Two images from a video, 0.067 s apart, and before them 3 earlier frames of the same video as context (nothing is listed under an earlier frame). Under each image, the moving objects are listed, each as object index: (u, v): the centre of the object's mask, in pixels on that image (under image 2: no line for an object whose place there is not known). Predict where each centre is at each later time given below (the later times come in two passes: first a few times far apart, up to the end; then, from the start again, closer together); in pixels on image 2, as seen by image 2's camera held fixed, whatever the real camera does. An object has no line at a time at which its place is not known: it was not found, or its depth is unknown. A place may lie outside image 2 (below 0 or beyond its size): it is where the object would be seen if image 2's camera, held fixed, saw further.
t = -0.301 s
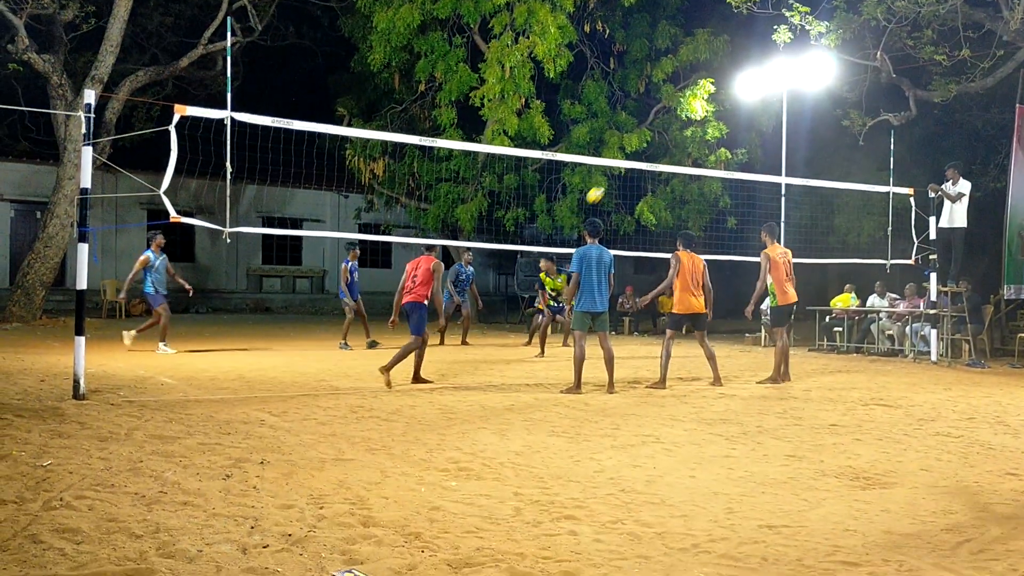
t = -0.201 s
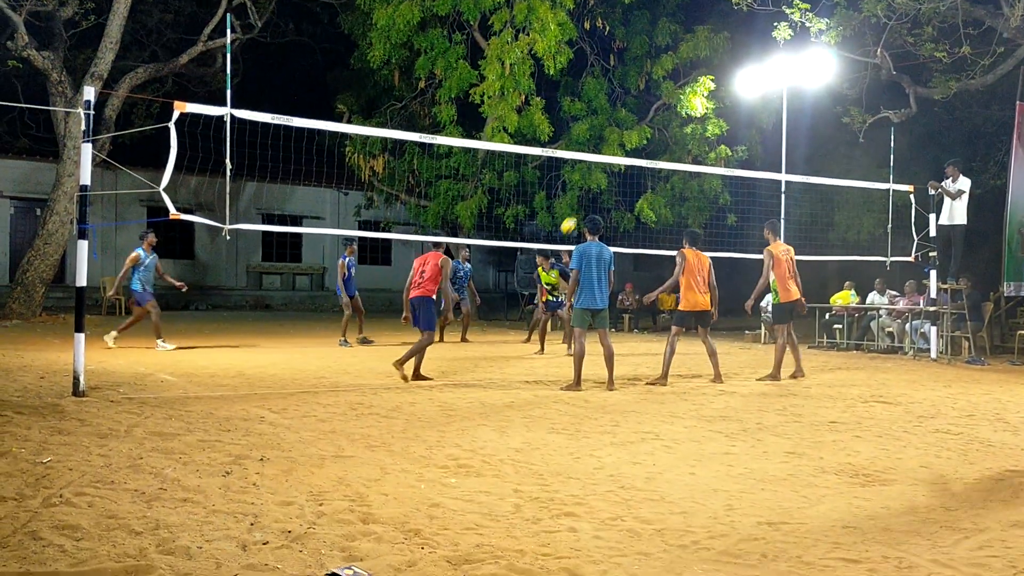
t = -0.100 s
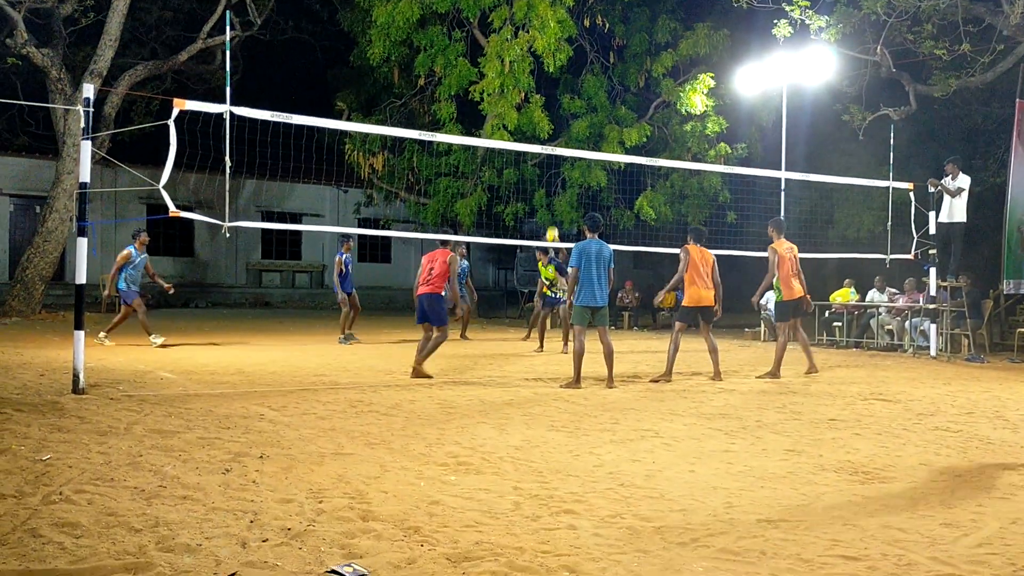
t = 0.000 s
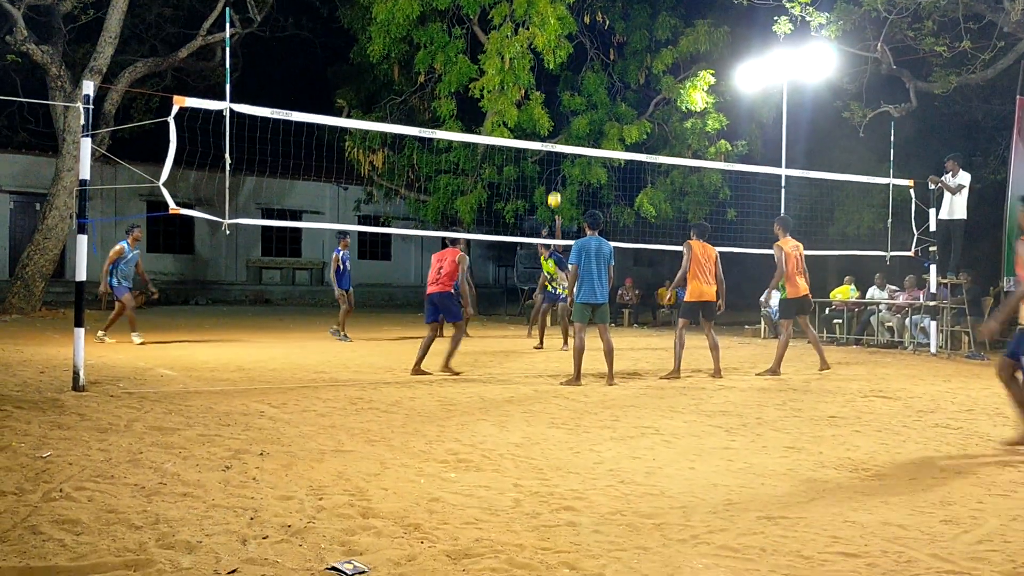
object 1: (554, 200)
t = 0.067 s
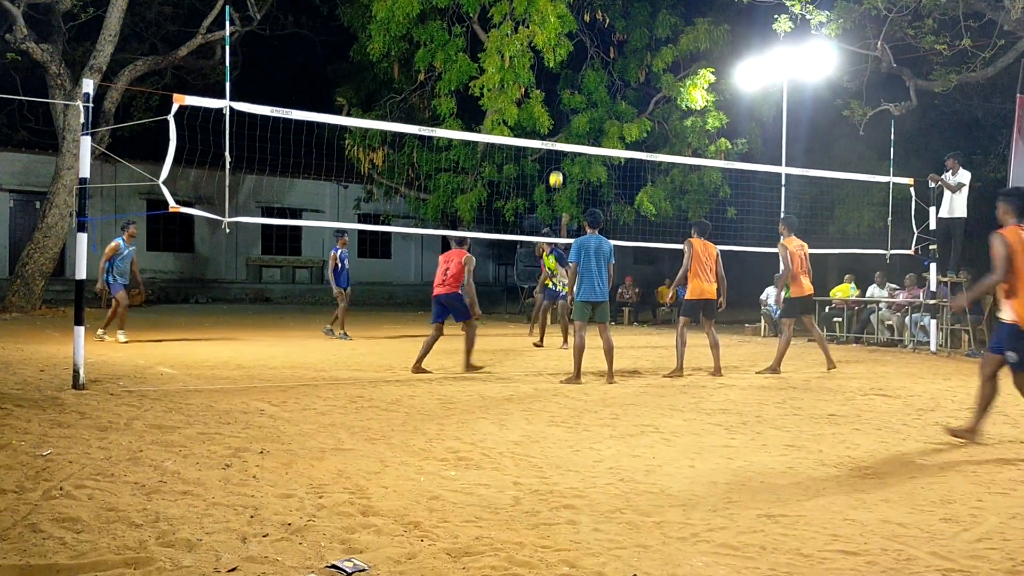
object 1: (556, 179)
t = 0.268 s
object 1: (561, 136)
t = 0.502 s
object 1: (567, 117)
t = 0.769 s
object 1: (576, 137)
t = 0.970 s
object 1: (582, 189)
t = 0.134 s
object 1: (557, 163)
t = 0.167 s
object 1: (558, 156)
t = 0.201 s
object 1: (558, 153)
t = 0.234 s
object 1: (560, 139)
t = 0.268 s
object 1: (561, 136)
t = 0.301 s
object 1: (562, 132)
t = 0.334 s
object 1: (563, 127)
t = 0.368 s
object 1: (564, 124)
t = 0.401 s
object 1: (564, 121)
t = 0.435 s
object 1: (565, 119)
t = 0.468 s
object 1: (566, 117)
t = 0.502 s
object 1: (567, 117)
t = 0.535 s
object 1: (568, 117)
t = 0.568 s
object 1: (569, 117)
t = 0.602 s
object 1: (570, 118)
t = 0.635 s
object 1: (571, 121)
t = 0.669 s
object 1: (572, 124)
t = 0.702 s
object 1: (573, 128)
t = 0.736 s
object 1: (574, 132)
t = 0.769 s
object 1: (576, 137)
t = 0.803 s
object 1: (577, 141)
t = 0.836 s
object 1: (577, 156)
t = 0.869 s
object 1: (578, 160)
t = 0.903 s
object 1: (580, 169)
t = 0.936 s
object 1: (581, 179)
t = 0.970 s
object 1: (582, 189)
